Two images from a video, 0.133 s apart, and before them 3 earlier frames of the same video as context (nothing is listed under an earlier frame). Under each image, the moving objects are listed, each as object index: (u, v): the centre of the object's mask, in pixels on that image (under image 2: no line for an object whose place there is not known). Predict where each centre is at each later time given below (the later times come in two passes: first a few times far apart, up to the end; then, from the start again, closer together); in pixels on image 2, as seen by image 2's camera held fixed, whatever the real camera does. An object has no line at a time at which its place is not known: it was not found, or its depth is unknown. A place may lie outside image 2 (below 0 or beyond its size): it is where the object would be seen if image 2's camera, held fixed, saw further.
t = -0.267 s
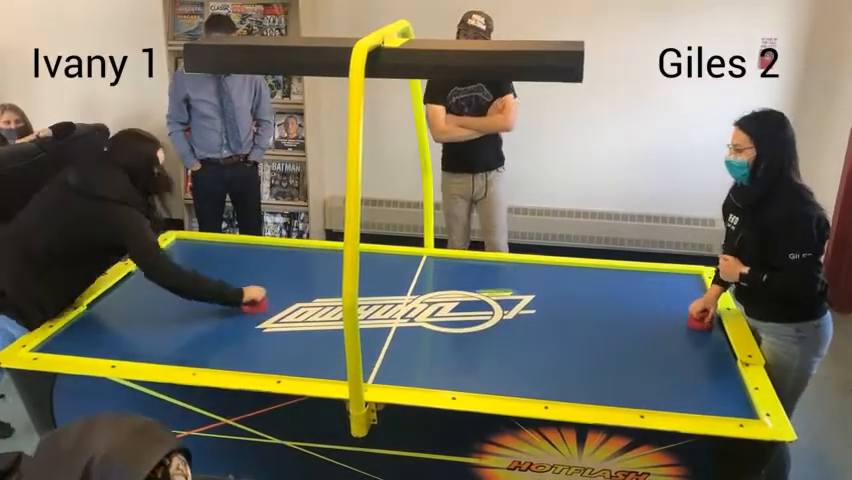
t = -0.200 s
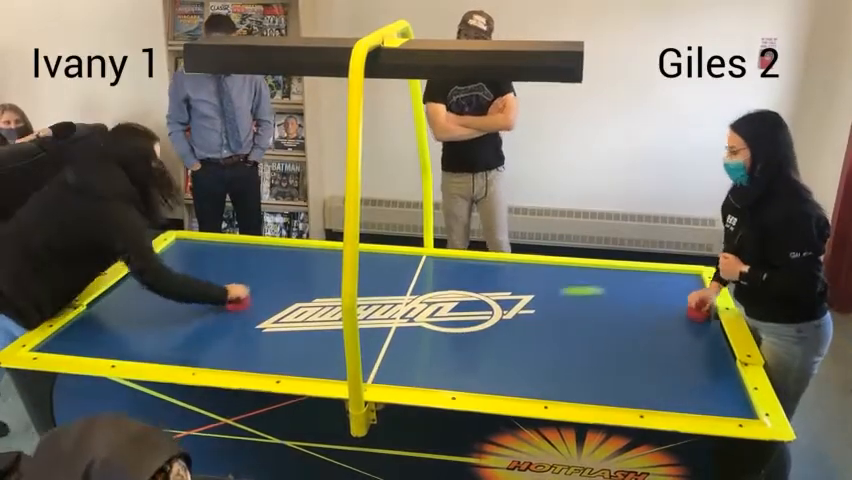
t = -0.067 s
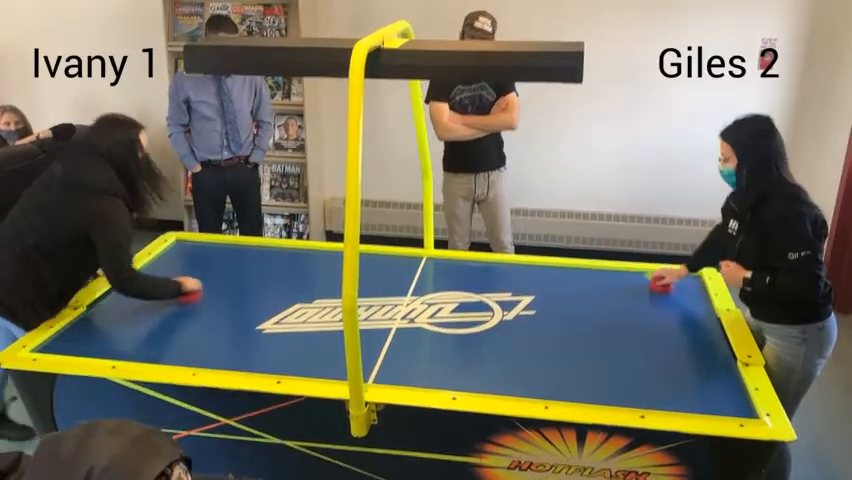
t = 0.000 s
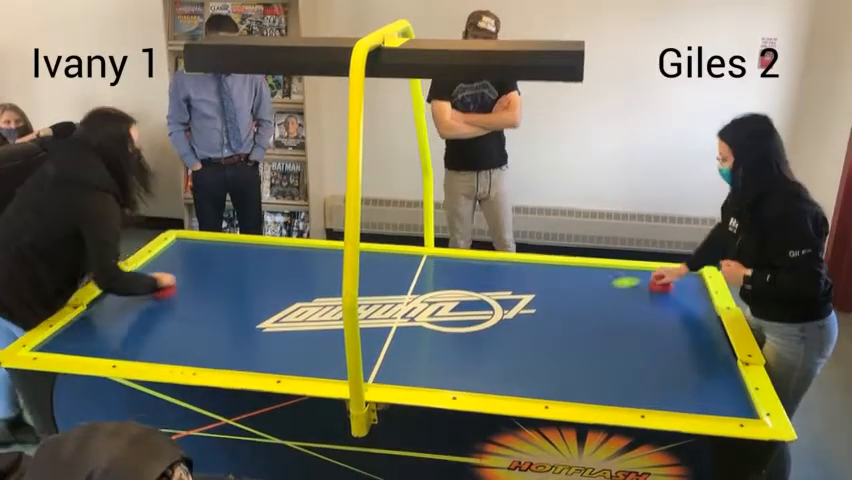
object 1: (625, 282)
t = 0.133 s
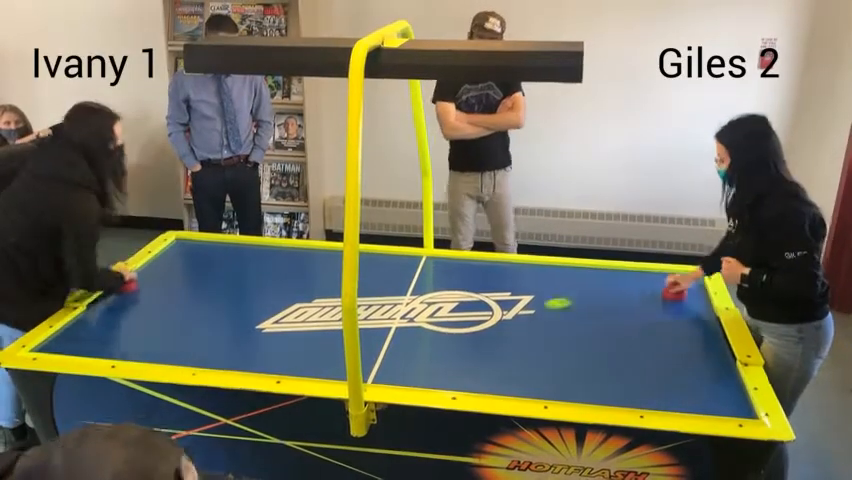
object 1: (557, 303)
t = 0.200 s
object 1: (524, 313)
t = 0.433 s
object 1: (379, 353)
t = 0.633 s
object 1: (270, 350)
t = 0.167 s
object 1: (541, 308)
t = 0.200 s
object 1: (524, 313)
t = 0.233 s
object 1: (505, 318)
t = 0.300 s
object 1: (464, 329)
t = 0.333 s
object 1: (442, 336)
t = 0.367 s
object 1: (422, 341)
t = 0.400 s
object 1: (401, 347)
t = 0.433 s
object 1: (379, 353)
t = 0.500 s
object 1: (331, 367)
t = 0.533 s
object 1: (309, 372)
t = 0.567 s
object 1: (293, 367)
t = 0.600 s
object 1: (281, 359)
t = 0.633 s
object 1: (270, 350)
